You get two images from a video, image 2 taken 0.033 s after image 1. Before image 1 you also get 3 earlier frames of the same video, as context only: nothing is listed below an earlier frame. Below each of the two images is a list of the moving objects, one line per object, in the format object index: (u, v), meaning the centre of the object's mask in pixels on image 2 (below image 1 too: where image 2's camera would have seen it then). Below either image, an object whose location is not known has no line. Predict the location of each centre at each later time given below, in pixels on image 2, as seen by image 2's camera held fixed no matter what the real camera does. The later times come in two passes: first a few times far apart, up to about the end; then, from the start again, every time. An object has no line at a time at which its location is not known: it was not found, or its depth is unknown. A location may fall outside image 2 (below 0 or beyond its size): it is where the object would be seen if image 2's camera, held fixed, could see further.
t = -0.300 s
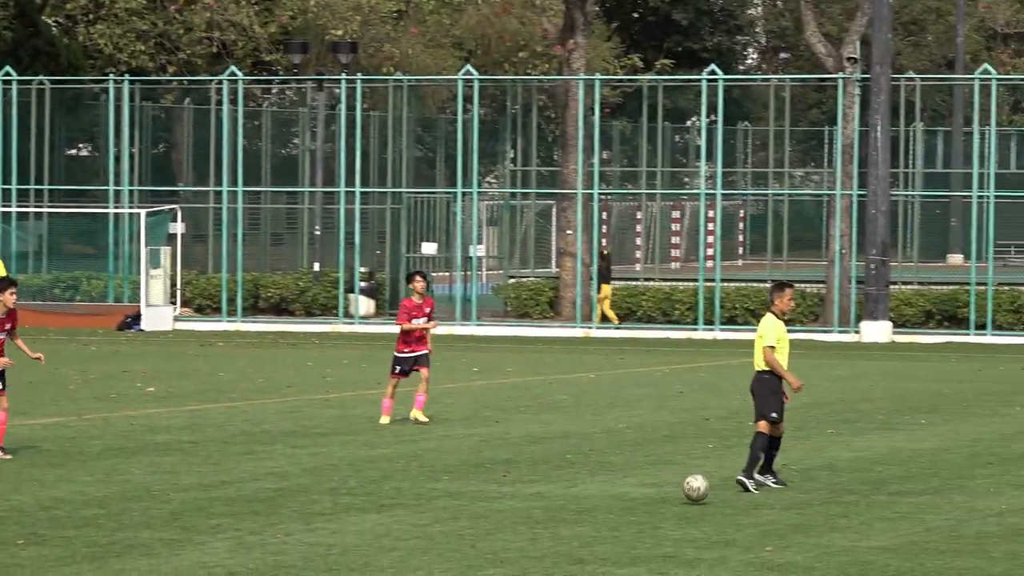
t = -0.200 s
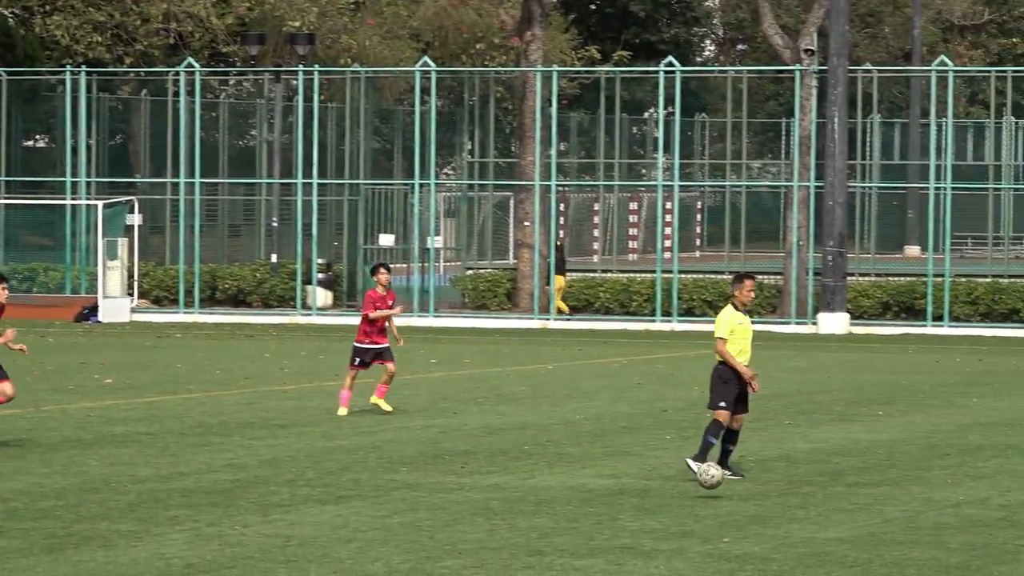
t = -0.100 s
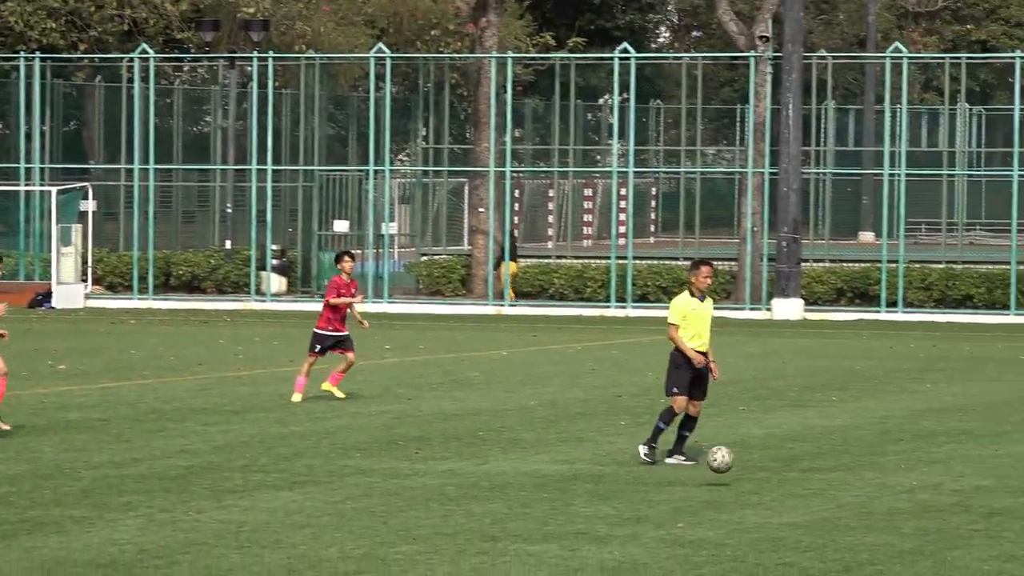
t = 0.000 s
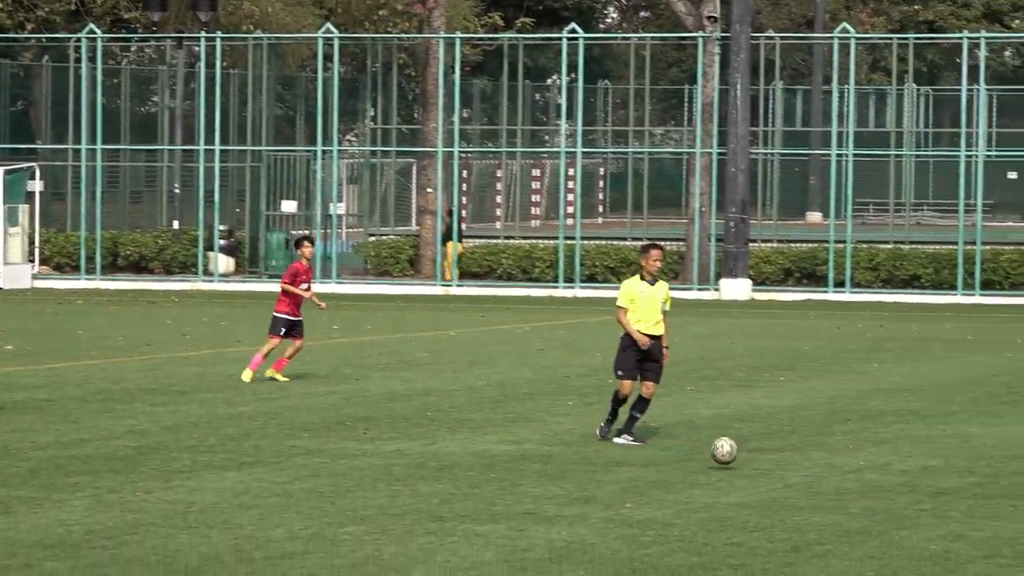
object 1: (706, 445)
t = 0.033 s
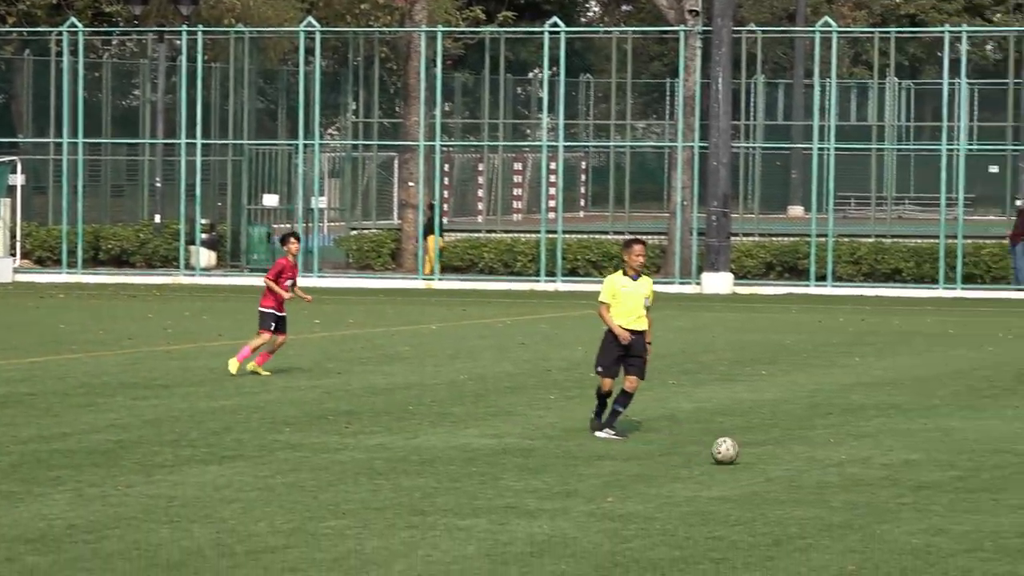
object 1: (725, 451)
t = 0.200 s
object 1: (812, 455)
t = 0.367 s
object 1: (906, 460)
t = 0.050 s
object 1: (734, 452)
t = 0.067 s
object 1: (742, 451)
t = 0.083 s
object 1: (751, 451)
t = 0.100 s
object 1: (759, 450)
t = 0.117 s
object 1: (768, 450)
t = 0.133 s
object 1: (777, 451)
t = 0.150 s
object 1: (786, 451)
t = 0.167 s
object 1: (795, 452)
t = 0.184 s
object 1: (803, 454)
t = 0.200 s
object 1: (812, 455)
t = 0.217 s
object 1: (822, 457)
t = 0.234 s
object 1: (831, 458)
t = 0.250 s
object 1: (840, 457)
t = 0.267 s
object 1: (849, 456)
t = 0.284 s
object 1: (858, 456)
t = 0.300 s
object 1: (868, 456)
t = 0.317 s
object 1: (878, 456)
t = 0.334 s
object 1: (887, 457)
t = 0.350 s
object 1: (897, 458)
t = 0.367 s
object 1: (906, 460)
